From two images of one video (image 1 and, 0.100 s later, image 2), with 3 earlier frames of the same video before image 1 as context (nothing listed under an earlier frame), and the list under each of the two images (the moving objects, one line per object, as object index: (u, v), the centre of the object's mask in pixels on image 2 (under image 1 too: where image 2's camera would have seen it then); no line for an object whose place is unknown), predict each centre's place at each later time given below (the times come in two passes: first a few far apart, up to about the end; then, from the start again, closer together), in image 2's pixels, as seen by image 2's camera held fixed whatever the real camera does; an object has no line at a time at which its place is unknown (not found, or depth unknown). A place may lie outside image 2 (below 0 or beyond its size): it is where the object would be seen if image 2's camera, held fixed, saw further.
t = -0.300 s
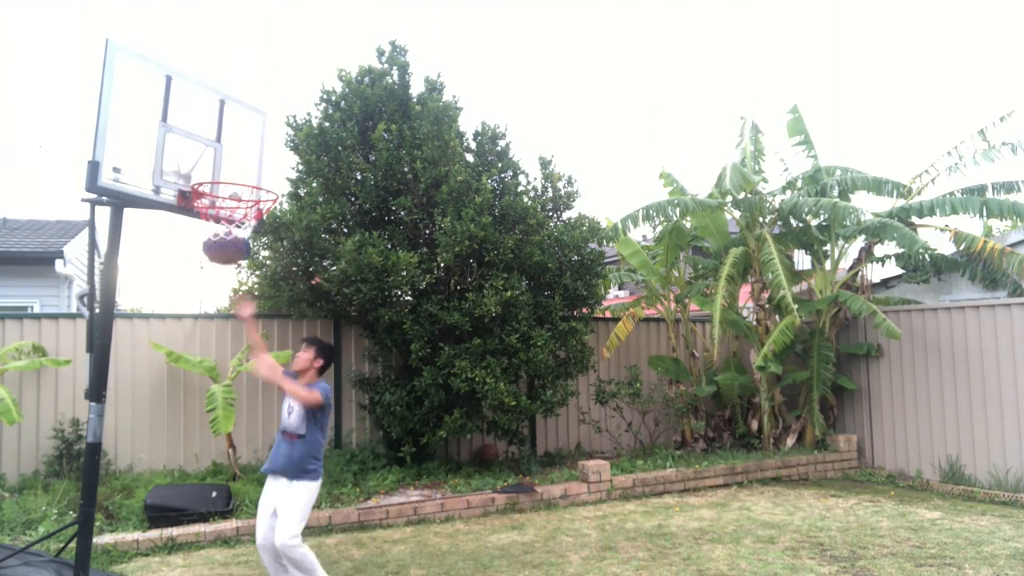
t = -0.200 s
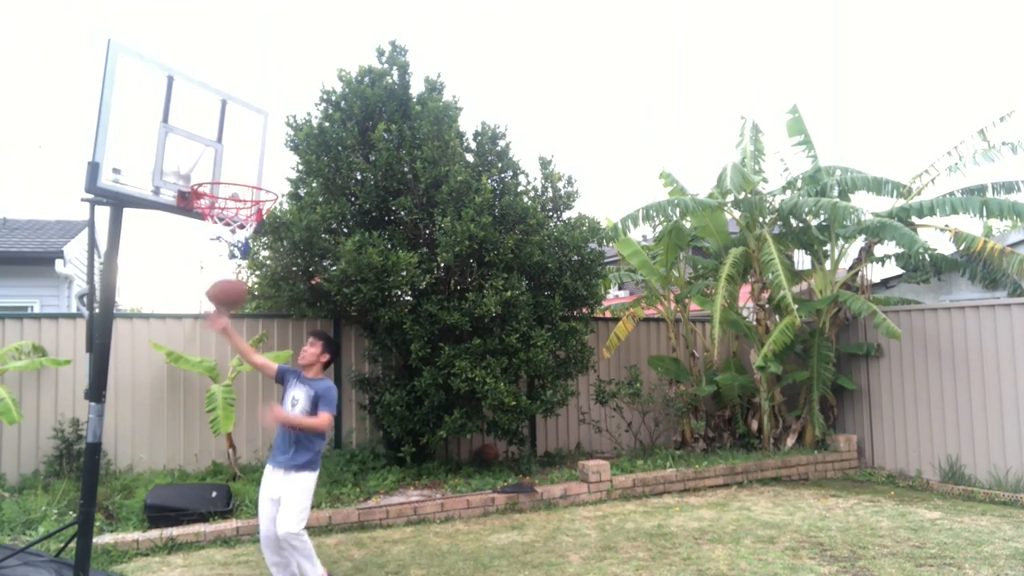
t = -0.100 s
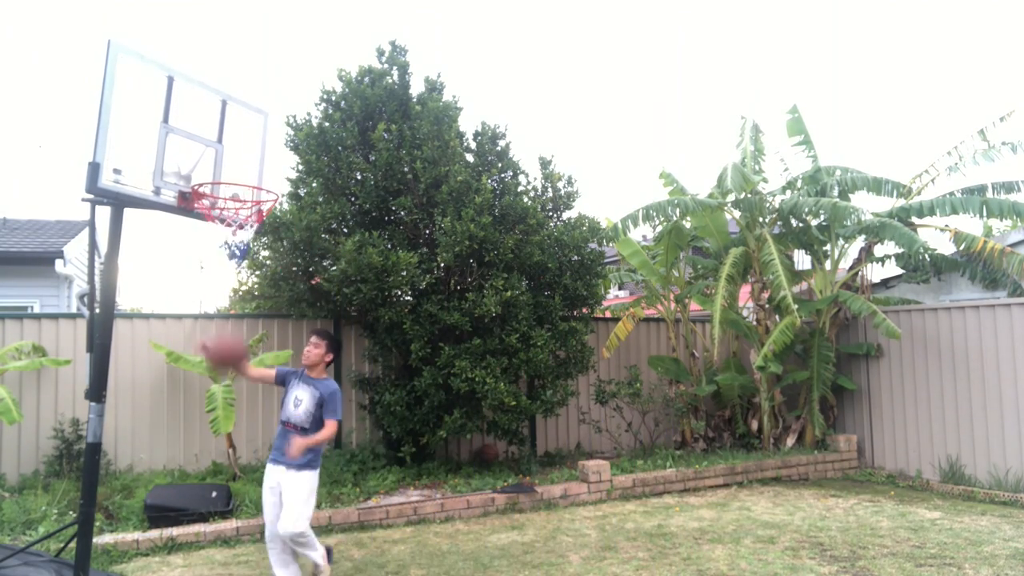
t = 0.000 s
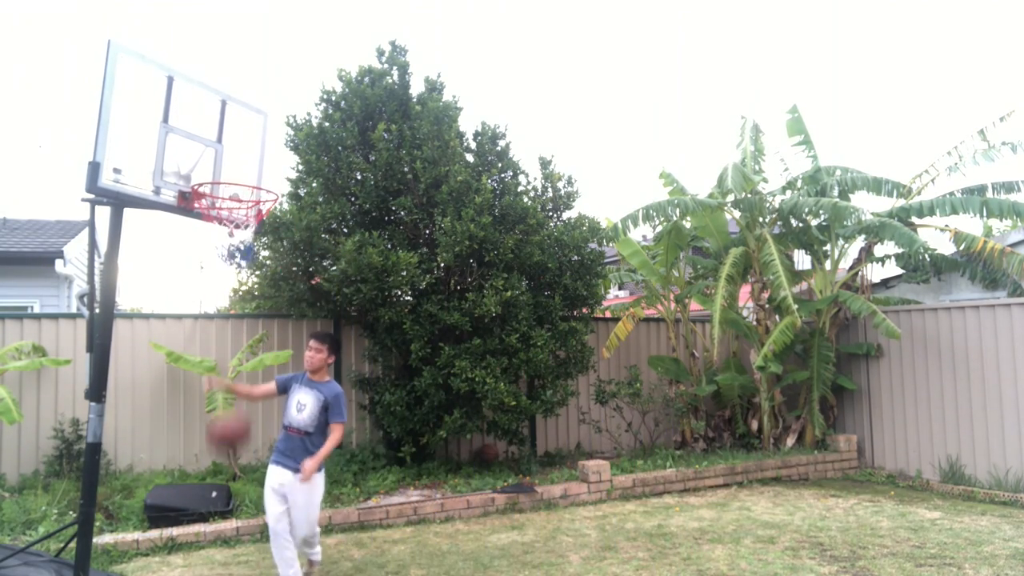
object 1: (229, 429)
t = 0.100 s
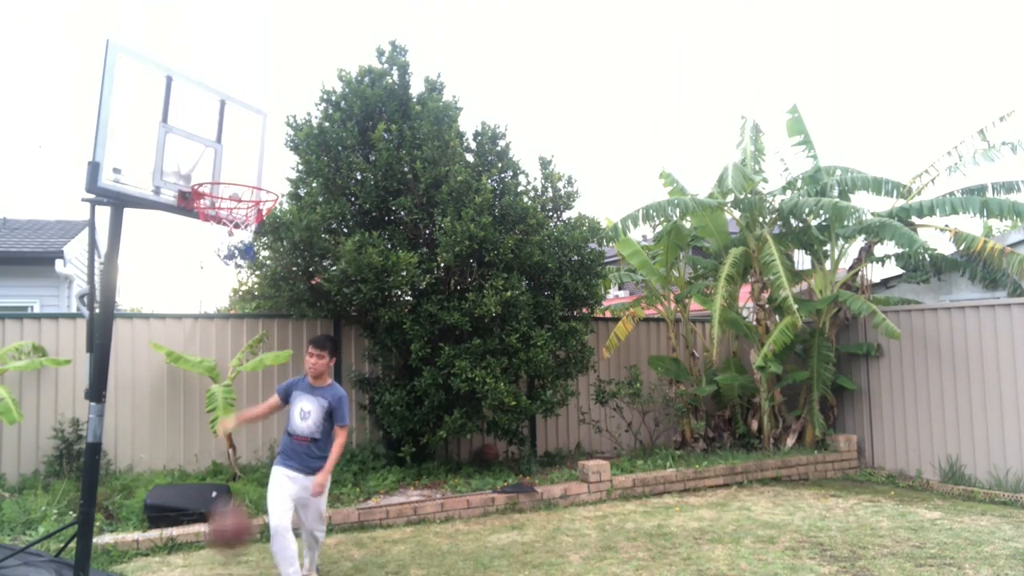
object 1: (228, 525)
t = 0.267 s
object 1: (226, 553)
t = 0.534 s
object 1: (209, 430)
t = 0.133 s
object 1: (231, 560)
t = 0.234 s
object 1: (229, 566)
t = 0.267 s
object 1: (226, 553)
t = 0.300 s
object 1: (224, 529)
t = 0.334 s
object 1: (221, 507)
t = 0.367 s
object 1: (220, 492)
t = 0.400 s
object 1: (217, 474)
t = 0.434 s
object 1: (216, 460)
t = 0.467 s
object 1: (213, 448)
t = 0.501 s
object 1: (210, 437)
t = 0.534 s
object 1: (209, 430)
